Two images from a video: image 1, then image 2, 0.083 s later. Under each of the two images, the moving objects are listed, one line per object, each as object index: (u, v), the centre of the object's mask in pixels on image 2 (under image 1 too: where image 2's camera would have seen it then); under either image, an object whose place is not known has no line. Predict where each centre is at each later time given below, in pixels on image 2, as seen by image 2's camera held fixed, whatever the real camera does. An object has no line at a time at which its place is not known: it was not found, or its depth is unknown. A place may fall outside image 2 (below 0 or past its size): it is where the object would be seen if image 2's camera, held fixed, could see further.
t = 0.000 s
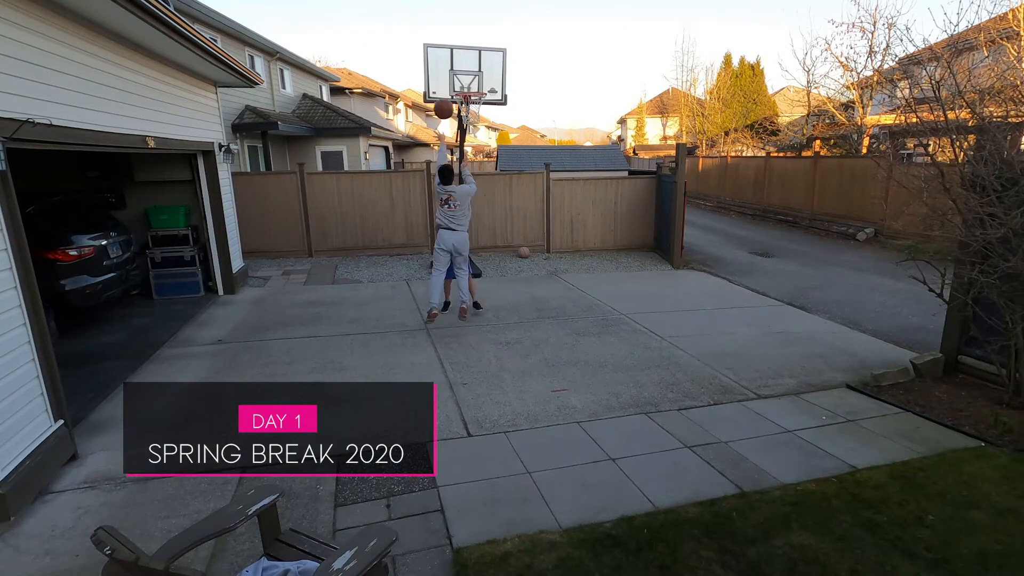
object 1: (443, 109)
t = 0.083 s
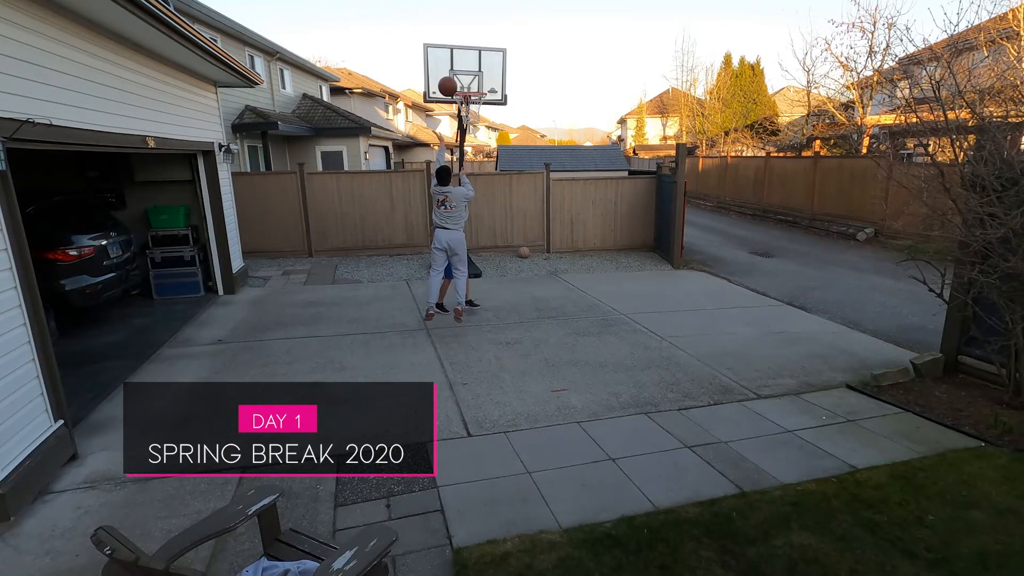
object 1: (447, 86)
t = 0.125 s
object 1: (449, 78)
